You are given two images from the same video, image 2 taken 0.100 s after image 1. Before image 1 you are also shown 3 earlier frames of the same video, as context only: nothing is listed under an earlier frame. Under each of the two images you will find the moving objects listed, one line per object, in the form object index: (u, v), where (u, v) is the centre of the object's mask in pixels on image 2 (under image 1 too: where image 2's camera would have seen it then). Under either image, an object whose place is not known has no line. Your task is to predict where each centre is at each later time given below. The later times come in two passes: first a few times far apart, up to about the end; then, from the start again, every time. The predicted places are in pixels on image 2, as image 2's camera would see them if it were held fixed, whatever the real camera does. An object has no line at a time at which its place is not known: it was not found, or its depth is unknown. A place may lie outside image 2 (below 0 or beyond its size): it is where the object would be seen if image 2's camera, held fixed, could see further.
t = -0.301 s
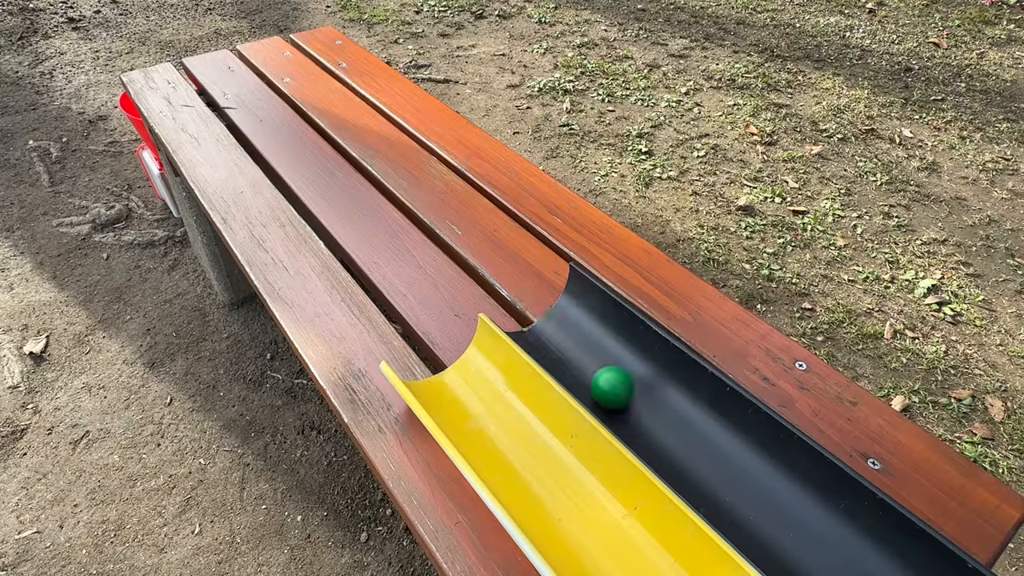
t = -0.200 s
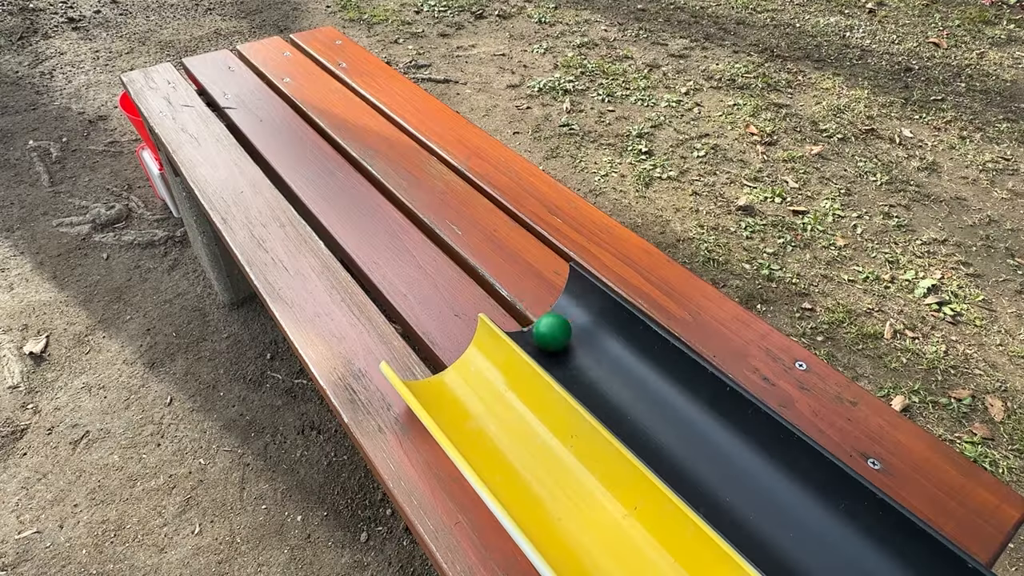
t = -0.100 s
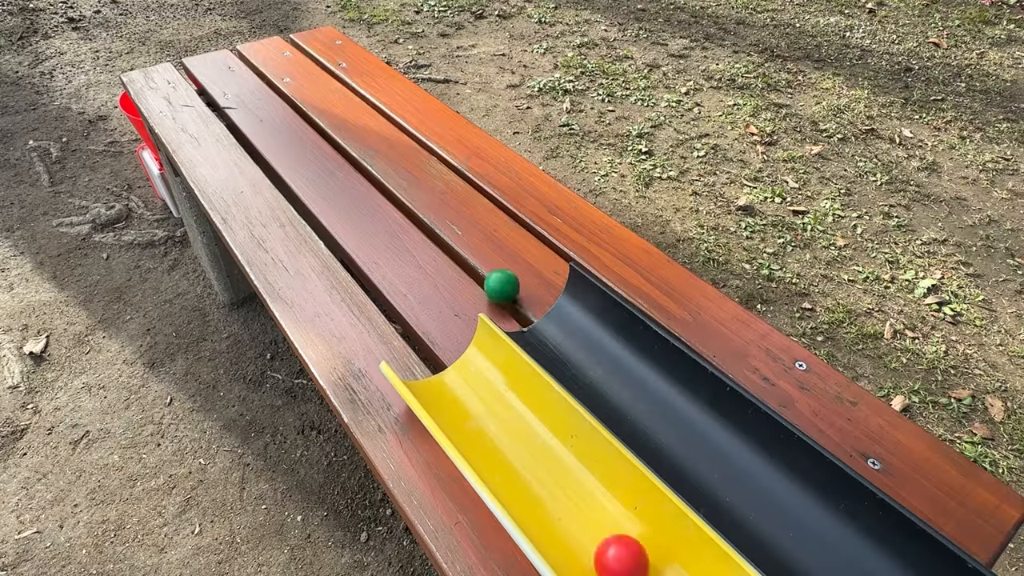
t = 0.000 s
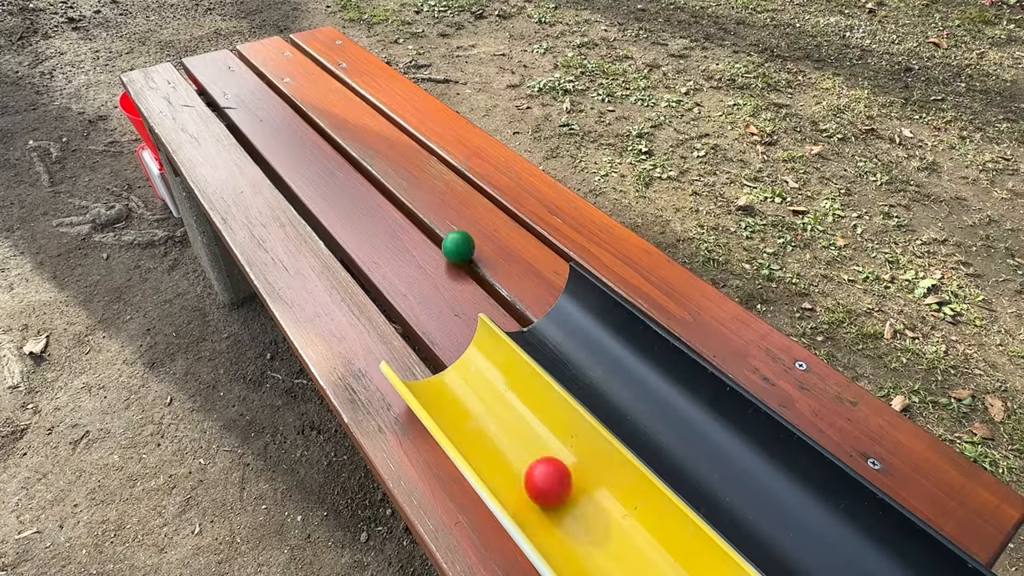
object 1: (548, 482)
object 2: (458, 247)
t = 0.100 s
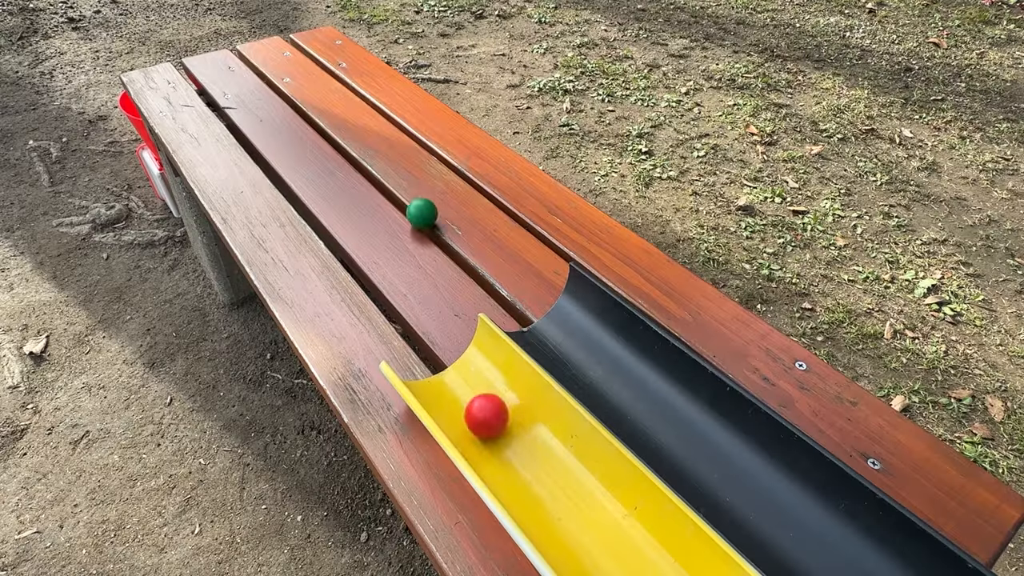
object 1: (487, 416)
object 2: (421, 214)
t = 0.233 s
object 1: (425, 341)
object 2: (380, 176)
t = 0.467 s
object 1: (343, 248)
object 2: (322, 123)
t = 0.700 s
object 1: (285, 180)
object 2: (277, 83)
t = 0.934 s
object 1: (241, 130)
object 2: (243, 51)
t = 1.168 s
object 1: (206, 92)
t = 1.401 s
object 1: (179, 60)
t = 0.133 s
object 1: (469, 396)
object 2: (410, 204)
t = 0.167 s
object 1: (452, 376)
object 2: (400, 194)
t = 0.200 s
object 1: (438, 358)
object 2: (389, 185)
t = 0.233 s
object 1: (425, 341)
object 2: (380, 176)
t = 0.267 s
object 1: (411, 326)
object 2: (371, 167)
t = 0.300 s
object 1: (398, 311)
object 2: (362, 159)
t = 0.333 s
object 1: (387, 297)
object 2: (353, 151)
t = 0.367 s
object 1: (375, 284)
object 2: (345, 144)
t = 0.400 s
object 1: (364, 271)
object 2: (337, 137)
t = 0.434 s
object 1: (354, 258)
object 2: (330, 130)
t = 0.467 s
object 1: (343, 248)
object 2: (322, 123)
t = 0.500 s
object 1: (335, 236)
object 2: (316, 117)
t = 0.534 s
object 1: (326, 226)
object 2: (309, 111)
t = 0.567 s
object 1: (316, 216)
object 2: (301, 105)
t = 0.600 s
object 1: (308, 207)
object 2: (295, 99)
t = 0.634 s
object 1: (300, 198)
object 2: (289, 94)
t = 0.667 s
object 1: (293, 189)
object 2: (283, 89)
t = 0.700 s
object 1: (285, 180)
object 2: (277, 83)
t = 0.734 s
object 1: (278, 173)
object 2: (272, 78)
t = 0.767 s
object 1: (272, 164)
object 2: (267, 73)
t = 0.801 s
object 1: (265, 157)
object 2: (262, 68)
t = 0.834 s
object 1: (259, 150)
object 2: (257, 64)
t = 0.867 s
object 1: (252, 143)
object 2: (252, 60)
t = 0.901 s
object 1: (247, 136)
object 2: (248, 55)
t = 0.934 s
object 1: (241, 130)
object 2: (243, 51)
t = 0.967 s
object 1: (236, 124)
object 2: (238, 47)
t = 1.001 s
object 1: (231, 117)
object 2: (234, 43)
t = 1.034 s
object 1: (226, 112)
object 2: (230, 39)
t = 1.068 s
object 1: (221, 106)
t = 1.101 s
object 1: (216, 101)
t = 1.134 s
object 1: (211, 97)
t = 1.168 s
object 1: (206, 92)
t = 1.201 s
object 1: (202, 86)
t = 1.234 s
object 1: (198, 81)
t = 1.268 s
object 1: (194, 77)
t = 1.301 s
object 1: (190, 72)
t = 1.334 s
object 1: (186, 68)
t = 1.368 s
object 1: (183, 63)
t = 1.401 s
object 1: (179, 60)
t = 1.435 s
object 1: (175, 55)
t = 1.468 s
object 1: (172, 52)
